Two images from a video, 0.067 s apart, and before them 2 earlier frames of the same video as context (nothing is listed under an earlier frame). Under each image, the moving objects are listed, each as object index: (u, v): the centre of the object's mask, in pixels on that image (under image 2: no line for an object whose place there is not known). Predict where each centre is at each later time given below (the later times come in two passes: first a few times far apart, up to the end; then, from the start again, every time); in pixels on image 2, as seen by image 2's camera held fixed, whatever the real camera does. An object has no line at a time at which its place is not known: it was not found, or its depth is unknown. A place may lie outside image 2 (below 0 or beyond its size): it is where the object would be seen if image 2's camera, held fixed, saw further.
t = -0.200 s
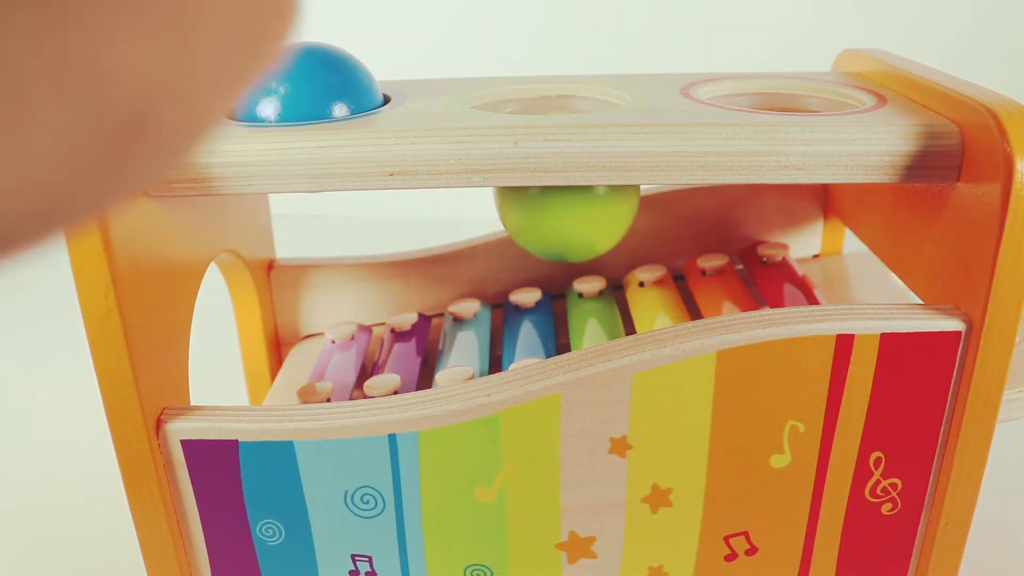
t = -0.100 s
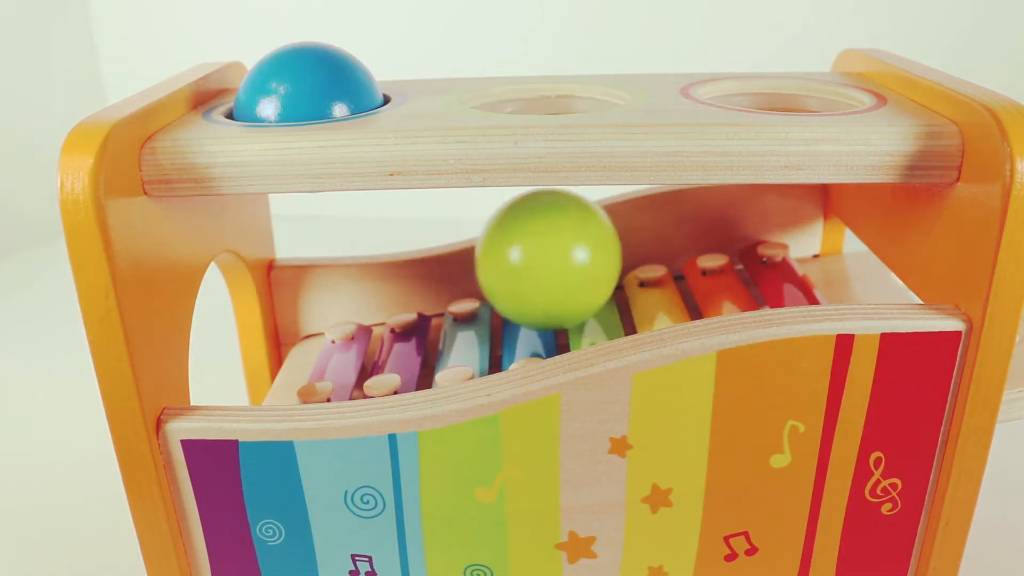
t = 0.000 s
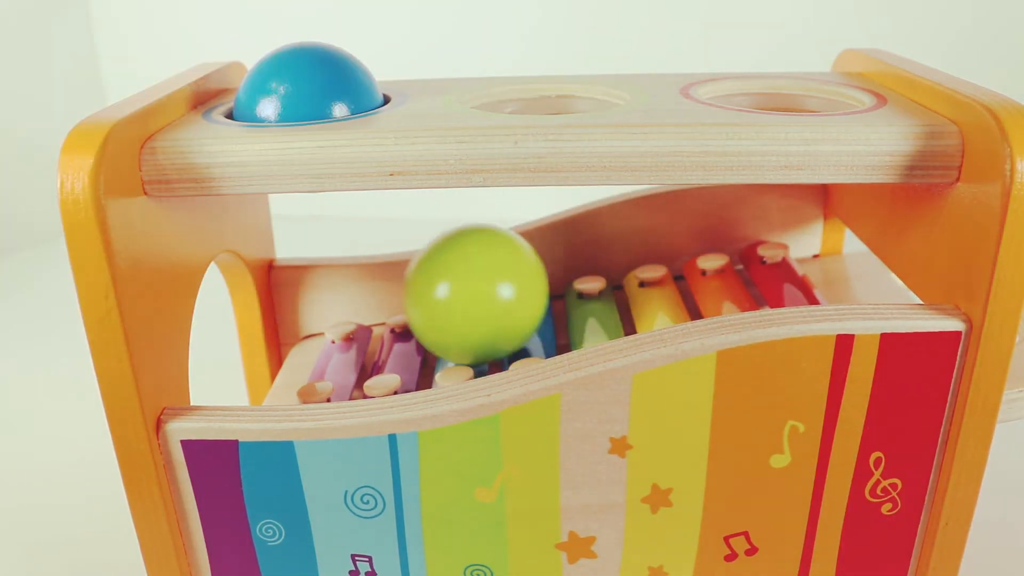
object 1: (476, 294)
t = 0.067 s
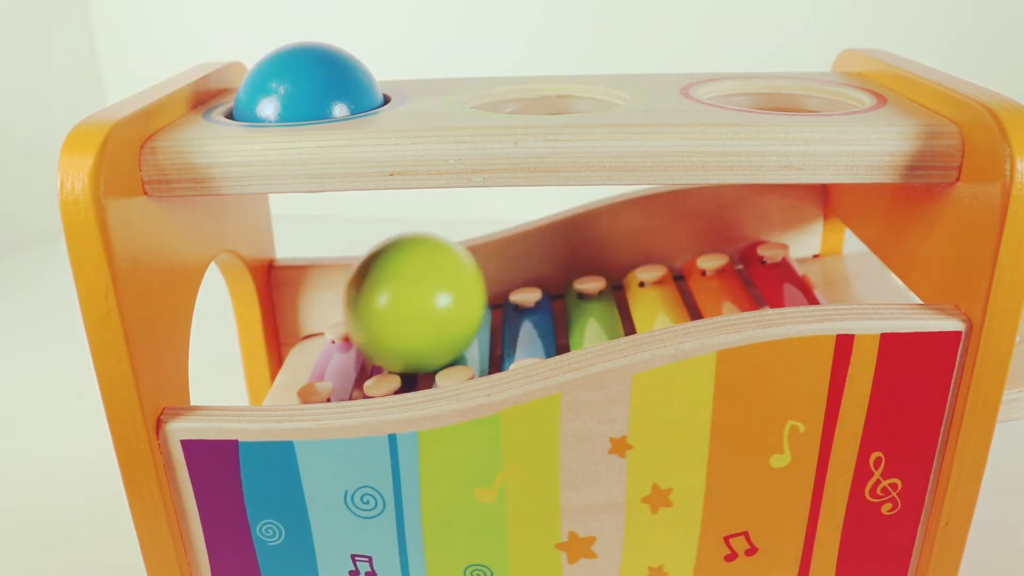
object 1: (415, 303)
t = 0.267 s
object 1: (250, 342)
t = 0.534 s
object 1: (16, 432)
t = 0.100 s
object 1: (388, 298)
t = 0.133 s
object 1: (361, 301)
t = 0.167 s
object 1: (333, 302)
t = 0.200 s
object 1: (308, 303)
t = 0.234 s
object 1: (281, 317)
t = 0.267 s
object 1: (250, 342)
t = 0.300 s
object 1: (230, 349)
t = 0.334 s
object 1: (212, 375)
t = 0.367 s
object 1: (101, 444)
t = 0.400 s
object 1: (79, 422)
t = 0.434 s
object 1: (62, 426)
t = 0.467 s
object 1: (47, 429)
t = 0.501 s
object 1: (31, 434)
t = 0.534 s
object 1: (16, 432)
